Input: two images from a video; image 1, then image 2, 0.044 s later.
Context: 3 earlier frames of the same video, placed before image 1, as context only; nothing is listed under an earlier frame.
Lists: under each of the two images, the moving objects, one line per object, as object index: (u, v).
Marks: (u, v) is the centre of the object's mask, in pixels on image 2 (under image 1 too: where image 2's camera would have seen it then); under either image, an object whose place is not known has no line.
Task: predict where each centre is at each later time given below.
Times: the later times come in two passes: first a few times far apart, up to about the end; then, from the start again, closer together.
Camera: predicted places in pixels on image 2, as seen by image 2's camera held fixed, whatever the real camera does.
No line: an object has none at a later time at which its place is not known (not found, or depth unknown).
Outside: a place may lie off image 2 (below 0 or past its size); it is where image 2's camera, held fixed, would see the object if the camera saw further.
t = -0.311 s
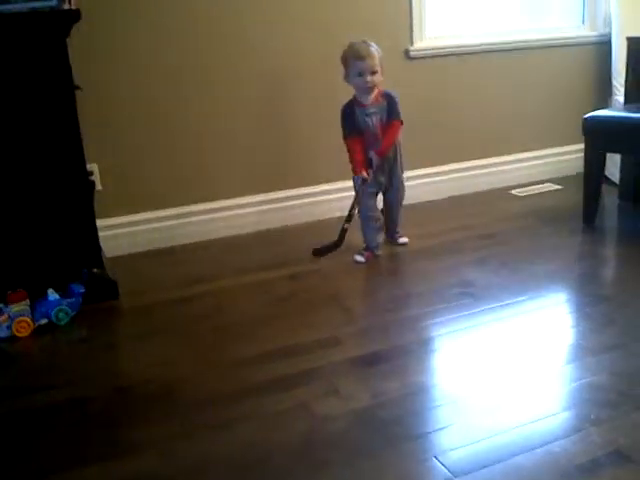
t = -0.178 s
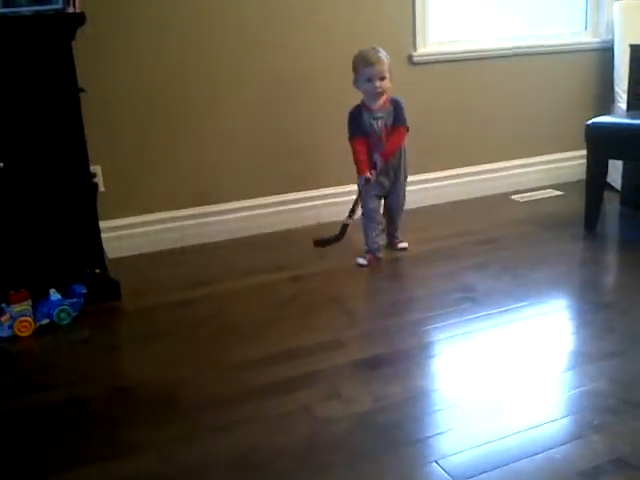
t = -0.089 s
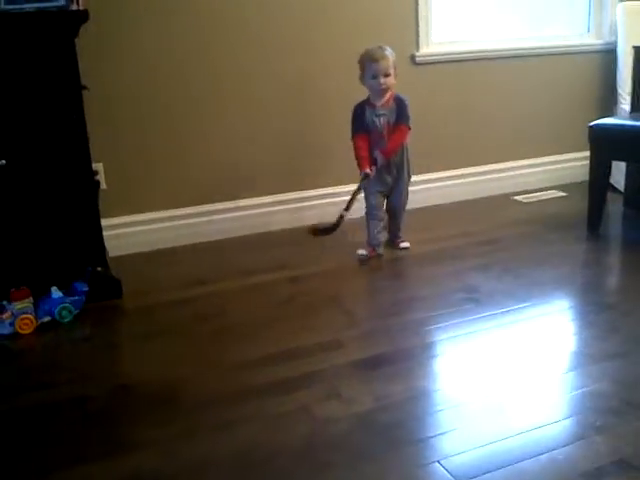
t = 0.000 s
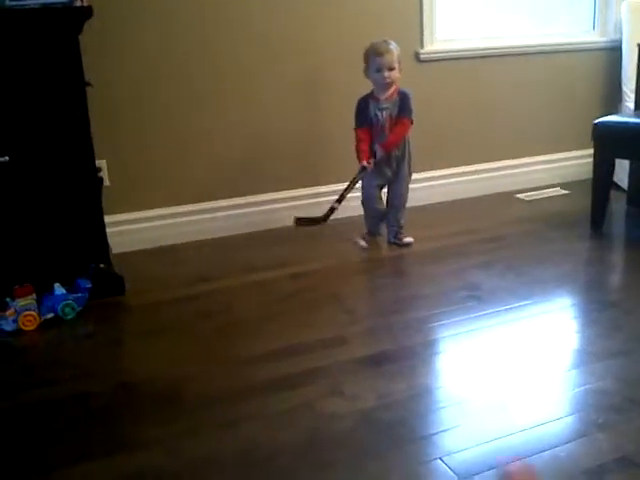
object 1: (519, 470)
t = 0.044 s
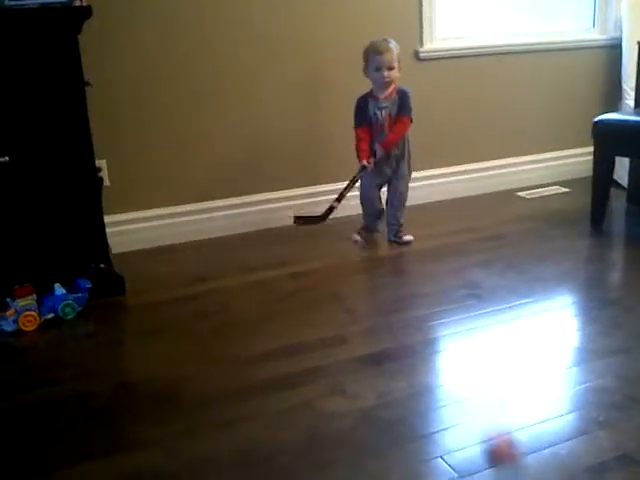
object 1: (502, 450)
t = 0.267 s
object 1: (435, 355)
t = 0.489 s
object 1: (406, 310)
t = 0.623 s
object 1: (396, 296)
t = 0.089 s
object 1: (483, 423)
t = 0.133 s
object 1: (469, 403)
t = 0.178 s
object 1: (456, 385)
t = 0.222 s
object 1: (443, 369)
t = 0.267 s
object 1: (435, 355)
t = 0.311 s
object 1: (427, 344)
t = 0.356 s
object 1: (422, 335)
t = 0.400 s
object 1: (409, 317)
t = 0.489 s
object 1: (406, 310)
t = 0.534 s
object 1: (401, 304)
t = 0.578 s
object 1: (399, 300)
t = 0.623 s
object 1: (396, 296)
